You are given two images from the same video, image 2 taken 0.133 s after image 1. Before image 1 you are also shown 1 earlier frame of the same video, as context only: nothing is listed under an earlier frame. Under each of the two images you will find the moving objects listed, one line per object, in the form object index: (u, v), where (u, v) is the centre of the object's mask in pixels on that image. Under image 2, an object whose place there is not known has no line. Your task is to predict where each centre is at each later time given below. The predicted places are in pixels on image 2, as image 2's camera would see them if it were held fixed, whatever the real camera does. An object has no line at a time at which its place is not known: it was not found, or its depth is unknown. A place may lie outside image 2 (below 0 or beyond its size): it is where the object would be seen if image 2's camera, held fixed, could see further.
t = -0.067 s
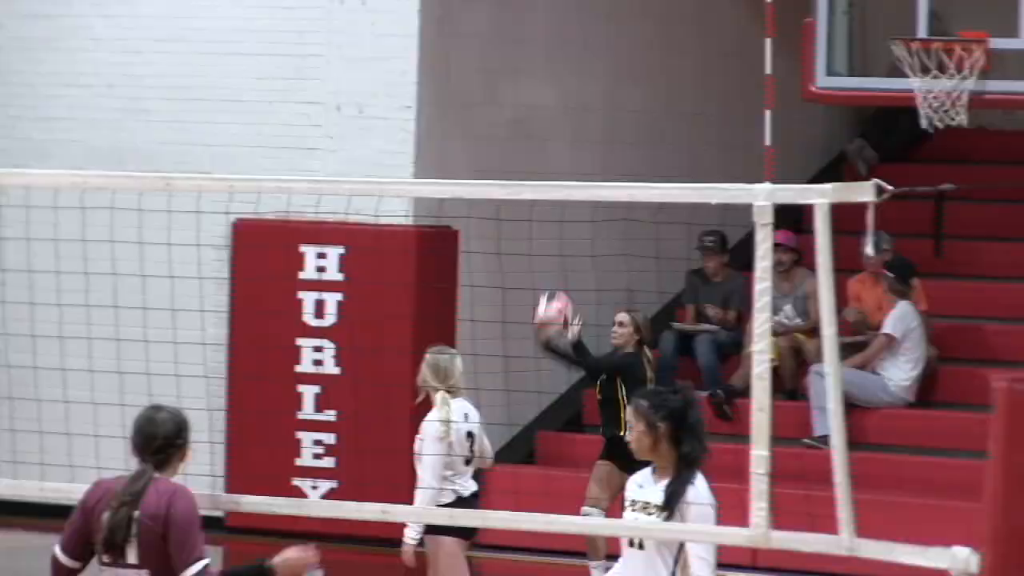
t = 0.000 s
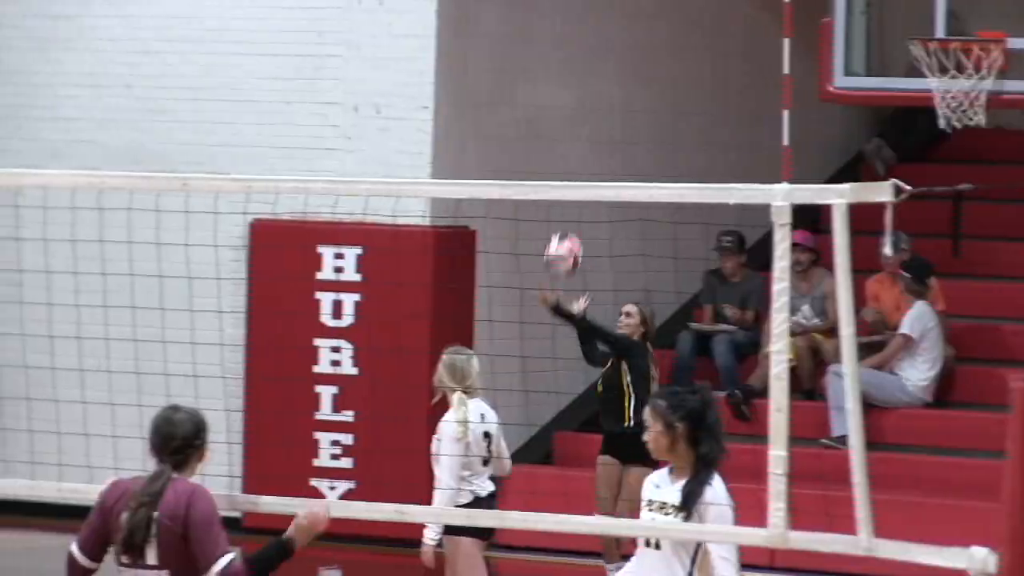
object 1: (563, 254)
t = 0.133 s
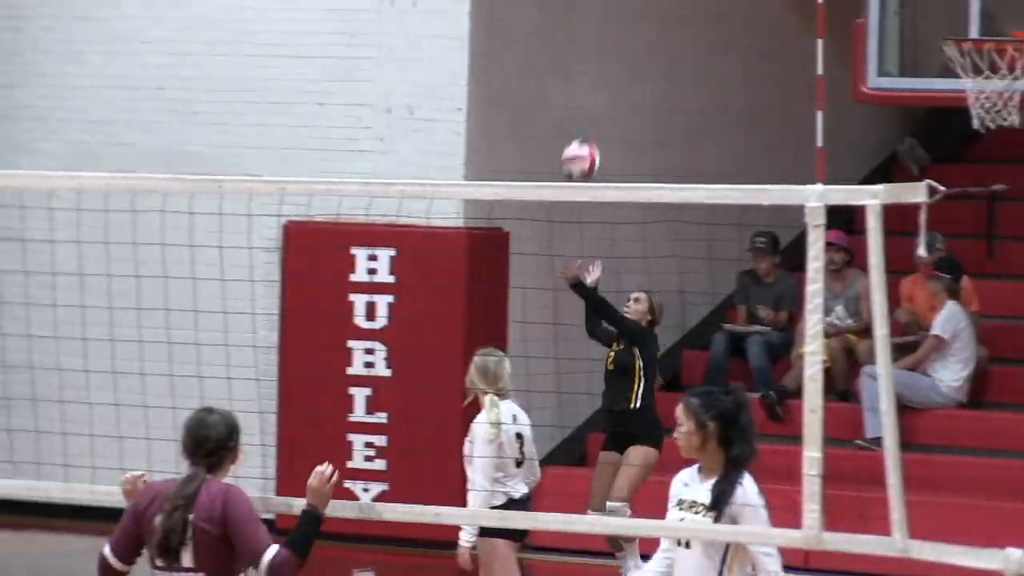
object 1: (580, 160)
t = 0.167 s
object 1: (575, 141)
